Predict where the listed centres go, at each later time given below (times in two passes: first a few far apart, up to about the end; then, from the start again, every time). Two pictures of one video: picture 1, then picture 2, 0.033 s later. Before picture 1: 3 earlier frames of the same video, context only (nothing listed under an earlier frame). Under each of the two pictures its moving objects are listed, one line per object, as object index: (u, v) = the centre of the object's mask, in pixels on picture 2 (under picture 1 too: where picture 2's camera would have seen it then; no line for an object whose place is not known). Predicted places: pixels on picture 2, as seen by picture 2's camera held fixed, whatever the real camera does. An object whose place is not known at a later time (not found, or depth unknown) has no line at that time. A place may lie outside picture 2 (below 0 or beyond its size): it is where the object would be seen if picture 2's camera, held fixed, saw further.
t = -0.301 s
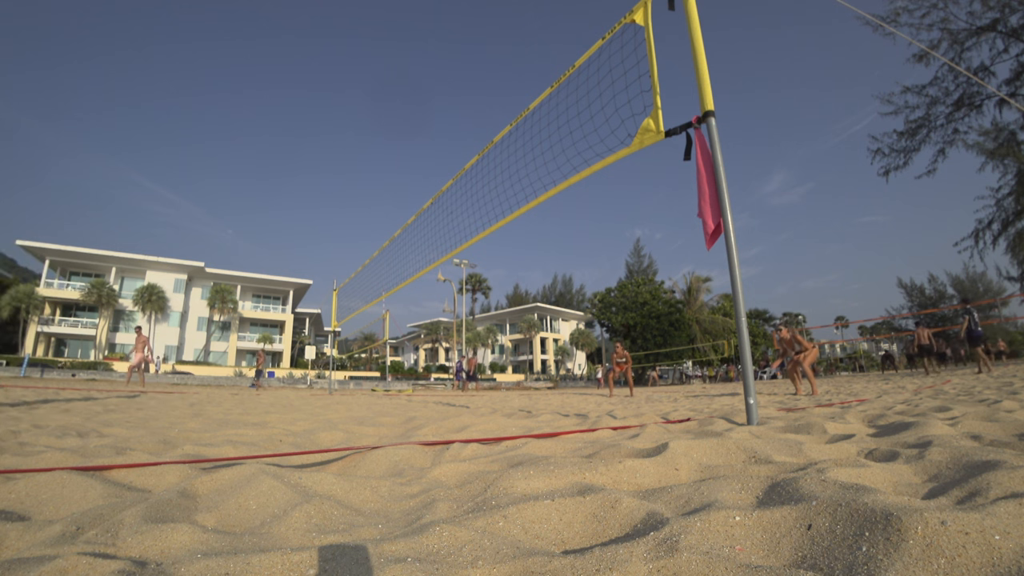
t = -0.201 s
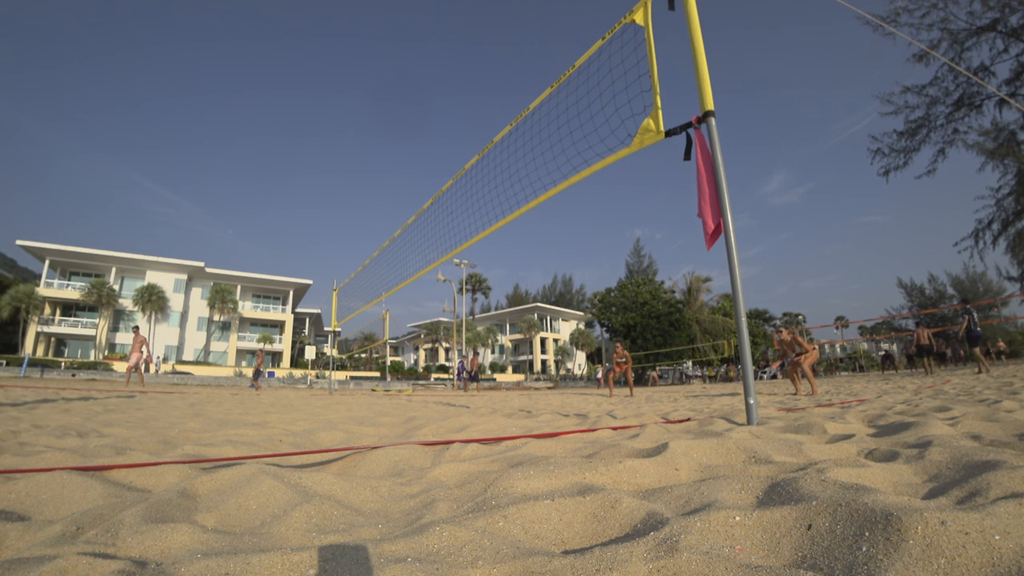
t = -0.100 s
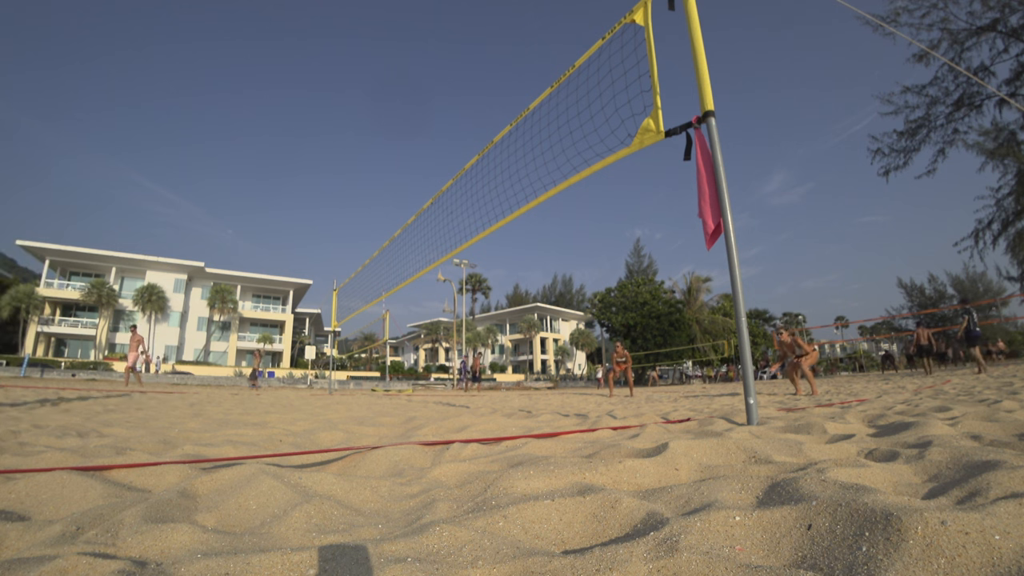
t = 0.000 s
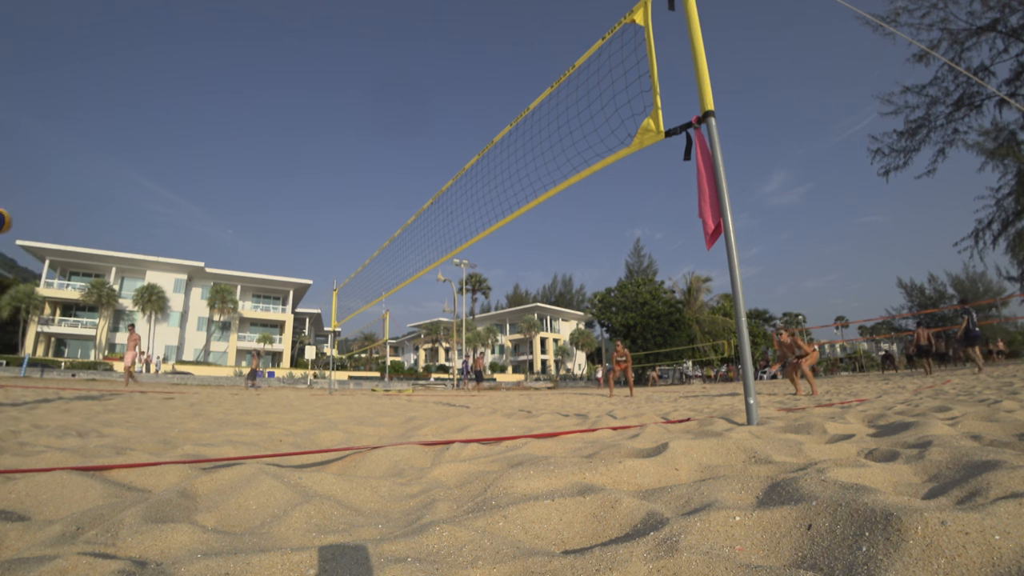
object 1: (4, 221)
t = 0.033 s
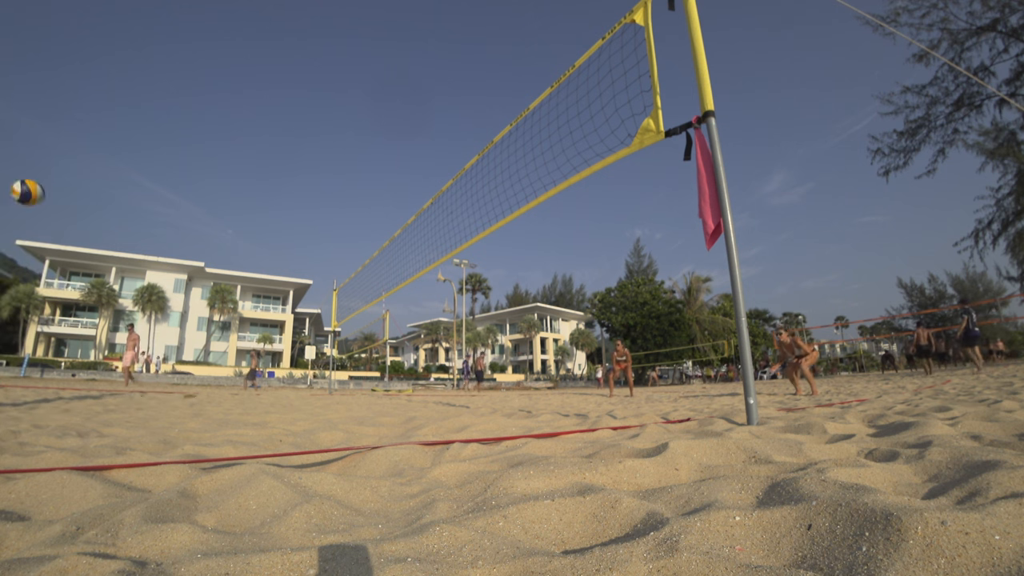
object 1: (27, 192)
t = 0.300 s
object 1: (245, 56)
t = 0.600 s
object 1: (411, 22)
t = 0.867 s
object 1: (521, 48)
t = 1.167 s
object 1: (624, 126)
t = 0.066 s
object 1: (59, 167)
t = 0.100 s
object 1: (89, 145)
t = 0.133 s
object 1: (119, 126)
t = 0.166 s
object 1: (146, 108)
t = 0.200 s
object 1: (172, 93)
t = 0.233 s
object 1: (196, 78)
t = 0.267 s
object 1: (222, 66)
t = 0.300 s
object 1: (245, 56)
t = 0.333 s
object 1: (267, 48)
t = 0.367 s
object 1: (288, 41)
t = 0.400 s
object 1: (307, 35)
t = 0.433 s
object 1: (326, 30)
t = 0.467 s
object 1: (345, 26)
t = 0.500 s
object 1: (363, 24)
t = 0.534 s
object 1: (380, 23)
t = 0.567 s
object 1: (396, 22)
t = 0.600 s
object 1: (411, 22)
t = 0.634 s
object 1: (426, 22)
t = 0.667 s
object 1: (441, 24)
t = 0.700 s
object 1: (456, 27)
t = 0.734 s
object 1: (469, 30)
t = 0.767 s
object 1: (482, 34)
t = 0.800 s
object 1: (495, 38)
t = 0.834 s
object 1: (508, 42)
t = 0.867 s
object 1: (521, 48)
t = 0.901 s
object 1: (534, 54)
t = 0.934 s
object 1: (546, 62)
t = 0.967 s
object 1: (557, 68)
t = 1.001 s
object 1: (568, 77)
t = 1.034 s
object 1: (580, 85)
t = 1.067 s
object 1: (591, 95)
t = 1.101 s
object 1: (602, 105)
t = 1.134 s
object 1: (613, 115)
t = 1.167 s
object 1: (624, 126)
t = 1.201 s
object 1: (632, 135)
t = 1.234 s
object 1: (646, 151)
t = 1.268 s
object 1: (656, 163)
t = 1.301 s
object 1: (667, 176)
